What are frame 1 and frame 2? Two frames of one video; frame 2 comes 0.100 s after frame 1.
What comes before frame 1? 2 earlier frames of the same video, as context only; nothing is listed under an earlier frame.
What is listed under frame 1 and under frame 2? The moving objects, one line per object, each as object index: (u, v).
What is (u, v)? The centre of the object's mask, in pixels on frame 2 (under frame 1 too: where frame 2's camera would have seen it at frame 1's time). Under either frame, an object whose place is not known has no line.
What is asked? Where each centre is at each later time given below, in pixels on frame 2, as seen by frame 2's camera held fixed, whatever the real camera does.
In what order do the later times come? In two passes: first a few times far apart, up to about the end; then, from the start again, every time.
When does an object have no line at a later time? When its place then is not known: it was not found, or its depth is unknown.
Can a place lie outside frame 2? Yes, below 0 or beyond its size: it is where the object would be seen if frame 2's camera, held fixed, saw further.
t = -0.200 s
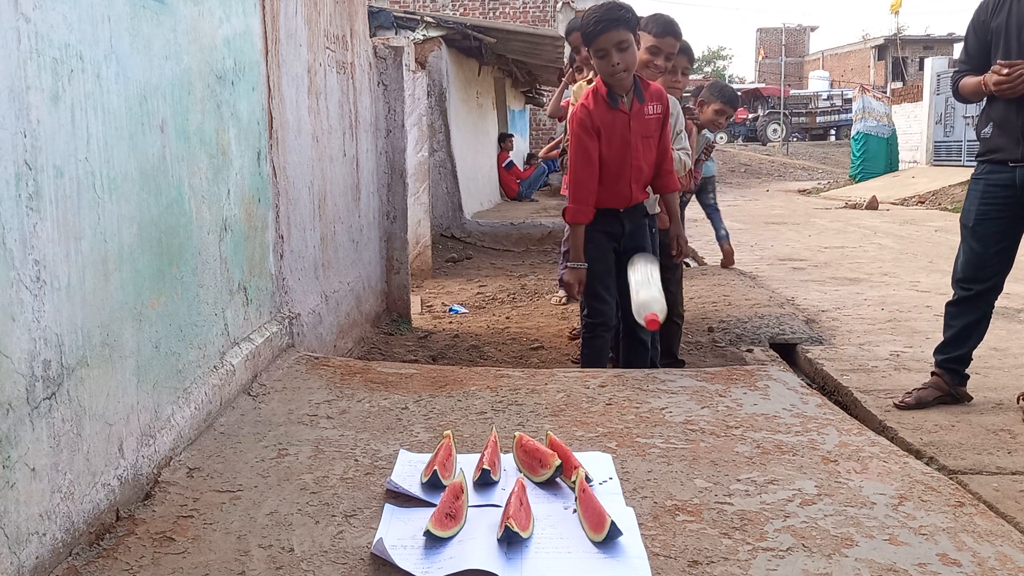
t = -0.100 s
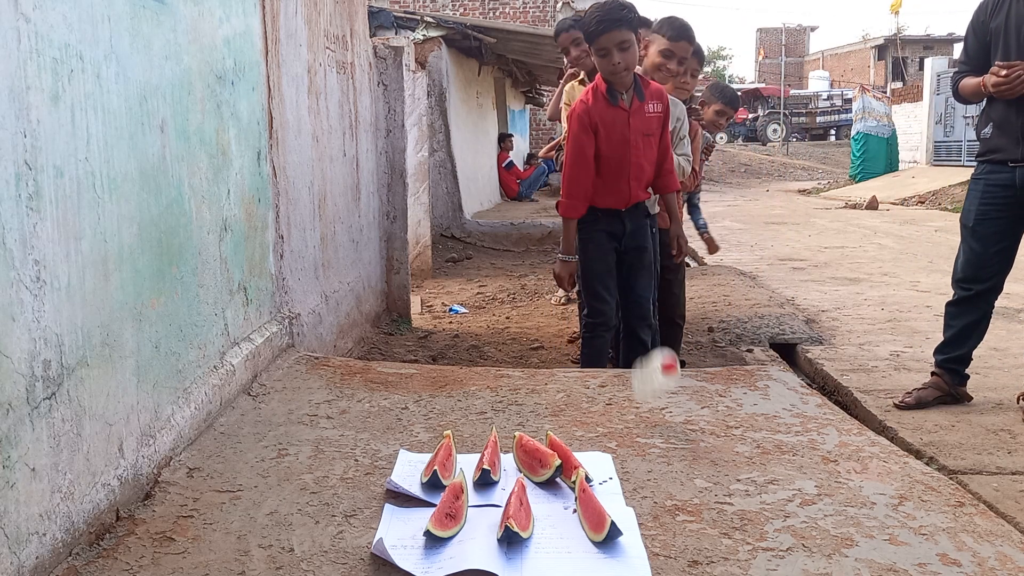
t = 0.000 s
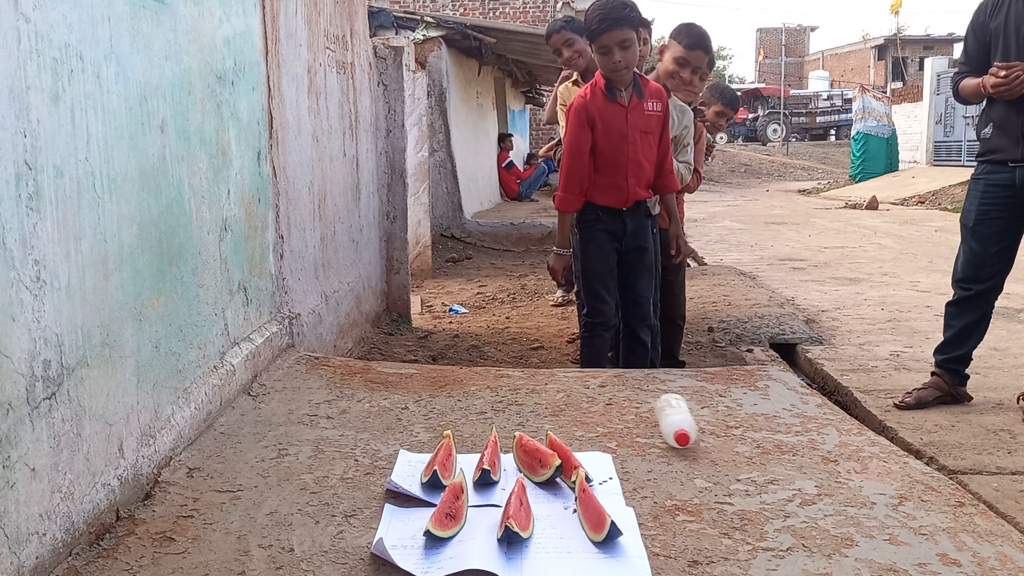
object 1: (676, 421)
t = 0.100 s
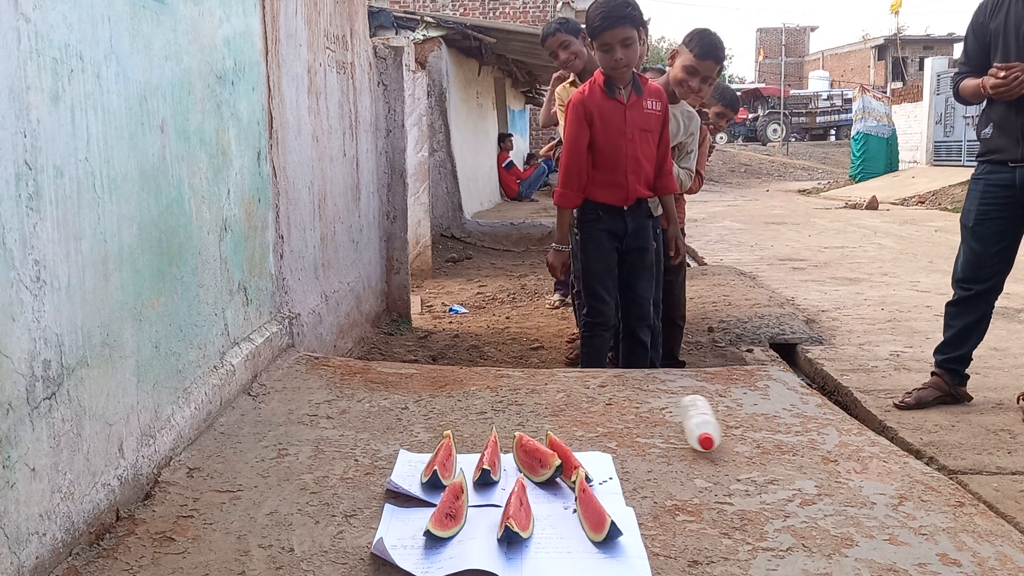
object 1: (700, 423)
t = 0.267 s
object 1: (736, 426)
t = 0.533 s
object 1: (792, 429)
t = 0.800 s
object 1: (846, 433)
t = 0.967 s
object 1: (879, 434)
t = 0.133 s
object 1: (708, 424)
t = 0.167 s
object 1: (716, 425)
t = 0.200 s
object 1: (723, 426)
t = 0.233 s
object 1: (730, 426)
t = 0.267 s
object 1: (736, 426)
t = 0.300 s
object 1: (743, 426)
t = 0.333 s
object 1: (751, 427)
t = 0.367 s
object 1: (759, 427)
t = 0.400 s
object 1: (766, 427)
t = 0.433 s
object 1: (773, 427)
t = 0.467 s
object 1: (779, 428)
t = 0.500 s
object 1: (785, 428)
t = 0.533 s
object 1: (792, 429)
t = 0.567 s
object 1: (798, 429)
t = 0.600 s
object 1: (805, 429)
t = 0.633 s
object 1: (812, 430)
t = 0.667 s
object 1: (819, 431)
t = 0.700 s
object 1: (827, 432)
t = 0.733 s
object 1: (834, 432)
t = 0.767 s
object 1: (840, 433)
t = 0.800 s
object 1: (846, 433)
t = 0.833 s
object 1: (852, 433)
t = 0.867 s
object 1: (858, 433)
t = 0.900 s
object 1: (865, 432)
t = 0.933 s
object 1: (872, 433)
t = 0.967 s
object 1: (879, 434)
